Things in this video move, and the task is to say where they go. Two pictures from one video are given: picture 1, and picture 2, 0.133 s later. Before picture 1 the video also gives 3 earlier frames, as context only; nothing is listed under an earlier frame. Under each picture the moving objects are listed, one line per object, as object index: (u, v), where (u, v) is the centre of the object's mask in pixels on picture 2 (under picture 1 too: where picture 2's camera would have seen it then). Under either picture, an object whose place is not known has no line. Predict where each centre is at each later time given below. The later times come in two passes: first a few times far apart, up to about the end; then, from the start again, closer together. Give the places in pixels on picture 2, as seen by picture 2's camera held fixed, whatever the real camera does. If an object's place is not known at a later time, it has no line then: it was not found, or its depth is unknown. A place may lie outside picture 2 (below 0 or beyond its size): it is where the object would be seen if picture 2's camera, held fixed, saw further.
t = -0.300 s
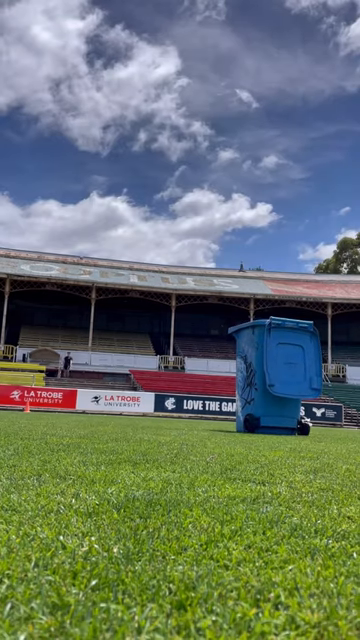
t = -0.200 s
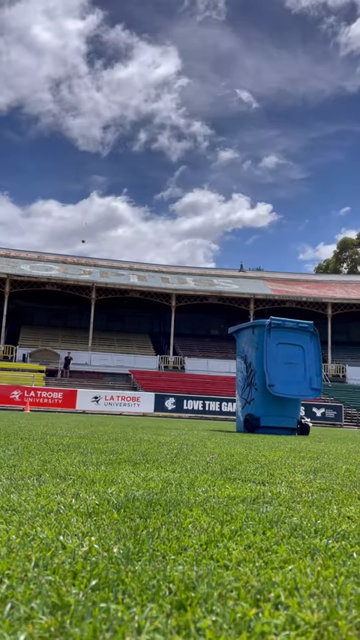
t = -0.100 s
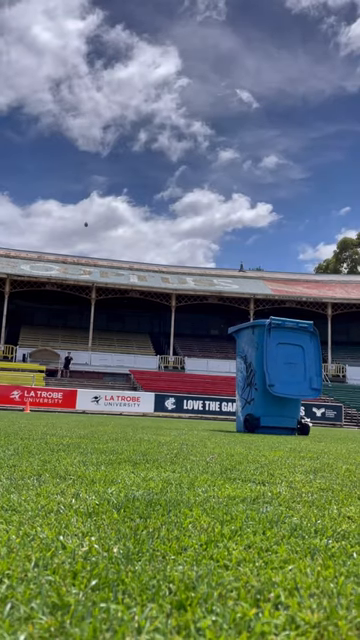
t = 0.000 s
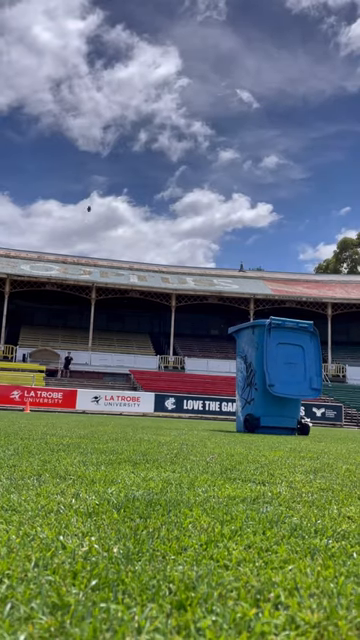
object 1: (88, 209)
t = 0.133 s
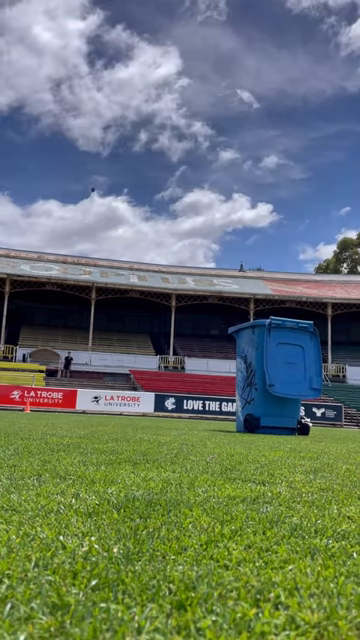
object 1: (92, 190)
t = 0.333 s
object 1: (99, 163)
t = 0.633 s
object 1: (112, 133)
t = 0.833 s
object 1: (122, 123)
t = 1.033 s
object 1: (134, 122)
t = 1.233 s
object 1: (151, 138)
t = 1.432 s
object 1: (176, 180)
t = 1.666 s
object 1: (226, 293)
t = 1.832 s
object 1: (213, 399)
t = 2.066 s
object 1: (189, 341)
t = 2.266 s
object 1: (176, 301)
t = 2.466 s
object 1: (165, 295)
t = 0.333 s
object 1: (99, 163)
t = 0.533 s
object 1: (107, 142)
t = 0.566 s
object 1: (108, 139)
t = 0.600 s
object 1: (110, 136)
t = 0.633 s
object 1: (112, 133)
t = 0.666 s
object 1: (113, 131)
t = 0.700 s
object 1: (115, 129)
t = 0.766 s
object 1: (118, 125)
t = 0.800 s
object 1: (119, 124)
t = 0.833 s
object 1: (122, 123)
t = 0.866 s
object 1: (124, 122)
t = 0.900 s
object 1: (126, 121)
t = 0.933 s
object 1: (127, 121)
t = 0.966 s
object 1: (129, 122)
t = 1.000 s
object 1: (132, 122)
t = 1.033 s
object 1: (134, 122)
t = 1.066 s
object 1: (136, 124)
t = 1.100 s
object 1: (139, 125)
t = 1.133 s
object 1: (142, 128)
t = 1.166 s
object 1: (144, 132)
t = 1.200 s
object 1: (147, 134)
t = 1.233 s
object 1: (151, 138)
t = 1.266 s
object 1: (154, 143)
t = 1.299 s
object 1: (158, 148)
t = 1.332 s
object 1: (162, 154)
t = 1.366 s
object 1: (166, 162)
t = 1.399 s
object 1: (171, 171)
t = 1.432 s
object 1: (176, 180)
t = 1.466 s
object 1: (181, 191)
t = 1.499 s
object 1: (187, 203)
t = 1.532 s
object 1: (193, 217)
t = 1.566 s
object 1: (200, 231)
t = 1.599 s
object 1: (208, 249)
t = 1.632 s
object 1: (216, 270)
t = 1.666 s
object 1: (226, 293)
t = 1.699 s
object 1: (236, 317)
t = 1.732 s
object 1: (233, 341)
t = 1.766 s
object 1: (229, 361)
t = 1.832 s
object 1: (213, 399)
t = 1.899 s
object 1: (201, 409)
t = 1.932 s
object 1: (198, 391)
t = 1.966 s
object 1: (195, 377)
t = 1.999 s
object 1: (193, 363)
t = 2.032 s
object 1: (191, 351)
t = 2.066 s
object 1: (189, 341)
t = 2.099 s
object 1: (186, 331)
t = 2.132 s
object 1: (184, 323)
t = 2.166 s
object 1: (182, 317)
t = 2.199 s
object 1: (180, 312)
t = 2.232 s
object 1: (179, 306)
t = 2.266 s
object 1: (176, 301)
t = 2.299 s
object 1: (174, 299)
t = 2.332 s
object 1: (172, 298)
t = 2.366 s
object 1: (170, 295)
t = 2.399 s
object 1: (169, 295)
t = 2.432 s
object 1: (167, 295)
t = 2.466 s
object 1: (165, 295)
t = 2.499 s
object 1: (164, 295)
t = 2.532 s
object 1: (162, 297)
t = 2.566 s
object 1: (161, 299)
